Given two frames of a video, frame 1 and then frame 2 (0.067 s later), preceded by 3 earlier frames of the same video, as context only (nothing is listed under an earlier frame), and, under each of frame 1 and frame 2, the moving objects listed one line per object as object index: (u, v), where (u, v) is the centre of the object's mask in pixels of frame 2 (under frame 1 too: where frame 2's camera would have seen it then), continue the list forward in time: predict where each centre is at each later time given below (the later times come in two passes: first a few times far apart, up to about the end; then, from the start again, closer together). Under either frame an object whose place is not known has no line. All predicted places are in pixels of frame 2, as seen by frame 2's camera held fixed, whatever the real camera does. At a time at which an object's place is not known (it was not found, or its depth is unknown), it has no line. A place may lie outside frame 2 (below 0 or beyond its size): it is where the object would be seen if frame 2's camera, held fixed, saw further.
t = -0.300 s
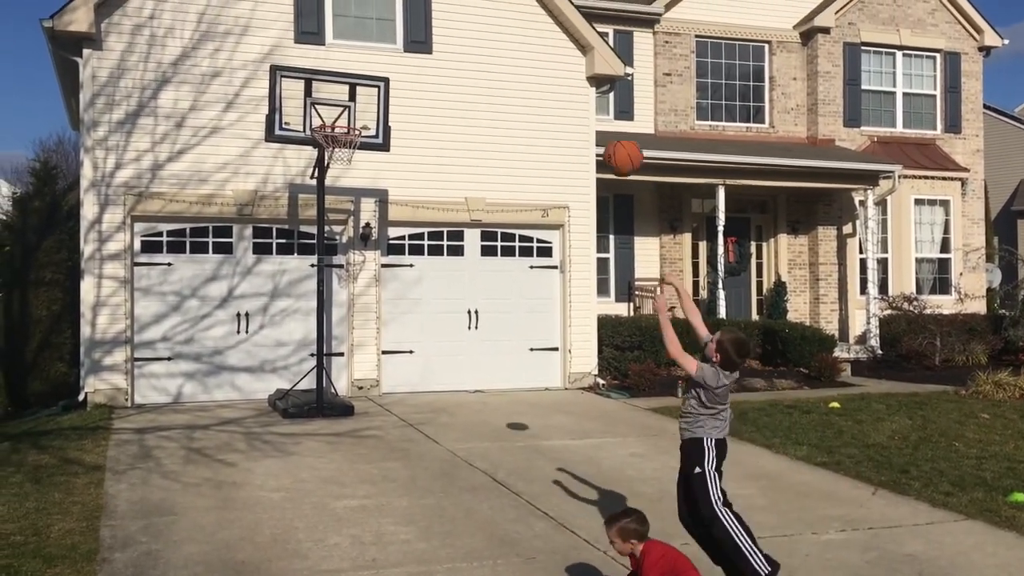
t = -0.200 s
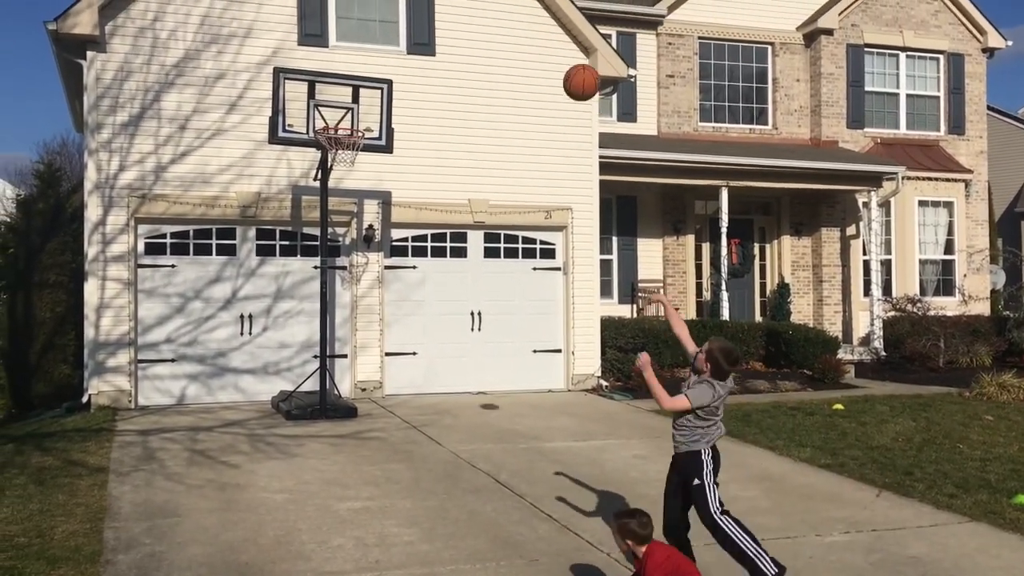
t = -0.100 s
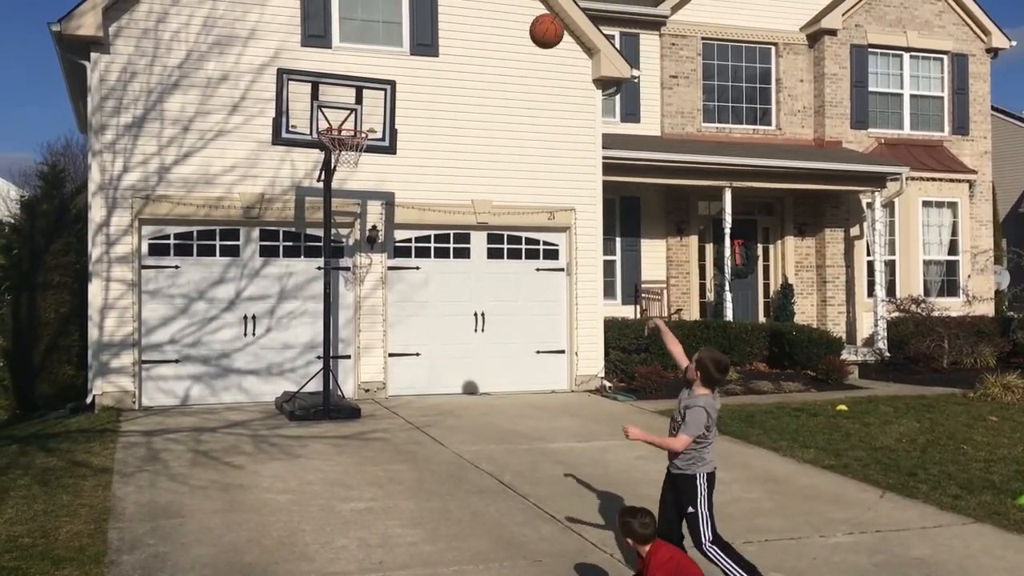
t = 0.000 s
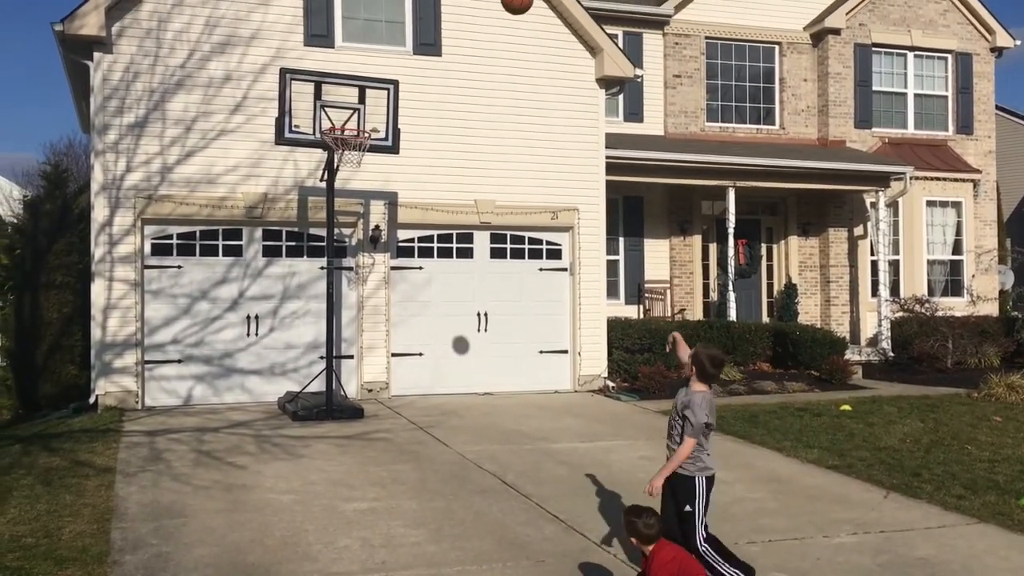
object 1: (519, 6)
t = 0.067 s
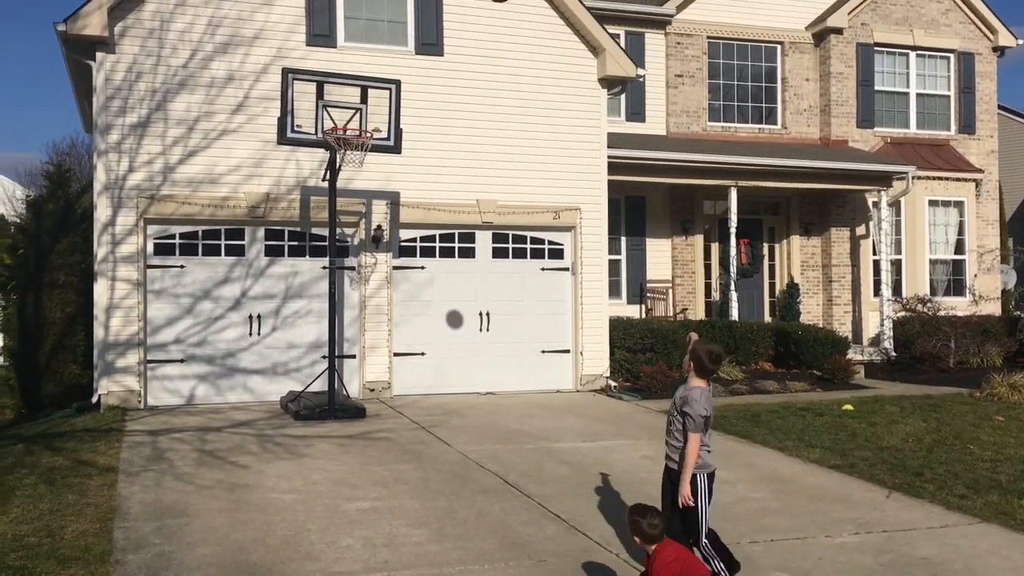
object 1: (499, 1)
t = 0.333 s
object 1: (437, 7)
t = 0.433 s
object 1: (417, 23)
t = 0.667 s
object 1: (382, 109)
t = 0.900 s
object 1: (383, 192)
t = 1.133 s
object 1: (400, 318)
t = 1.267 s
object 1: (411, 423)
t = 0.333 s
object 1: (437, 7)
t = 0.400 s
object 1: (424, 15)
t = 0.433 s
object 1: (417, 23)
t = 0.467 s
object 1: (412, 32)
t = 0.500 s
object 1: (405, 43)
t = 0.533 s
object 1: (401, 55)
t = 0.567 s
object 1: (396, 67)
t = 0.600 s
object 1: (391, 81)
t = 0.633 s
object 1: (387, 94)
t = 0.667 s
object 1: (382, 109)
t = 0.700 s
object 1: (378, 125)
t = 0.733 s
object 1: (376, 138)
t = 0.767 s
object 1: (377, 150)
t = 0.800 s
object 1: (377, 158)
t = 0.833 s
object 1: (379, 168)
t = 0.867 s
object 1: (381, 179)
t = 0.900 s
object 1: (383, 192)
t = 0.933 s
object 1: (385, 206)
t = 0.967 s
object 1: (387, 220)
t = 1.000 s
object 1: (389, 237)
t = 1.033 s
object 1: (392, 255)
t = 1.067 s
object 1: (395, 274)
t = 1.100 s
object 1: (397, 295)
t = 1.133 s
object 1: (400, 318)
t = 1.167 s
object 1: (402, 342)
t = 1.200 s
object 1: (405, 367)
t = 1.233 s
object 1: (408, 394)
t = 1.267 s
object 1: (411, 423)
